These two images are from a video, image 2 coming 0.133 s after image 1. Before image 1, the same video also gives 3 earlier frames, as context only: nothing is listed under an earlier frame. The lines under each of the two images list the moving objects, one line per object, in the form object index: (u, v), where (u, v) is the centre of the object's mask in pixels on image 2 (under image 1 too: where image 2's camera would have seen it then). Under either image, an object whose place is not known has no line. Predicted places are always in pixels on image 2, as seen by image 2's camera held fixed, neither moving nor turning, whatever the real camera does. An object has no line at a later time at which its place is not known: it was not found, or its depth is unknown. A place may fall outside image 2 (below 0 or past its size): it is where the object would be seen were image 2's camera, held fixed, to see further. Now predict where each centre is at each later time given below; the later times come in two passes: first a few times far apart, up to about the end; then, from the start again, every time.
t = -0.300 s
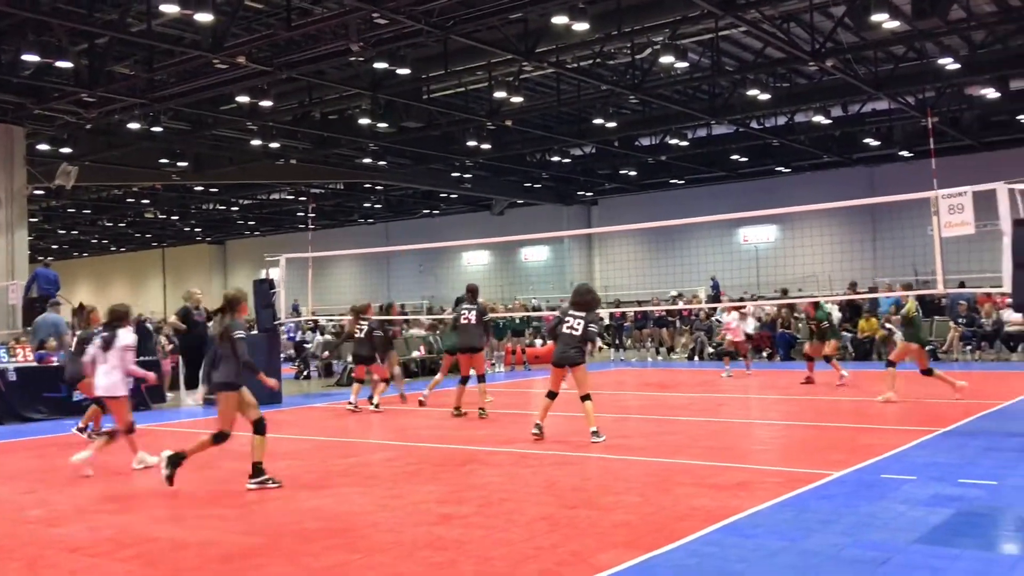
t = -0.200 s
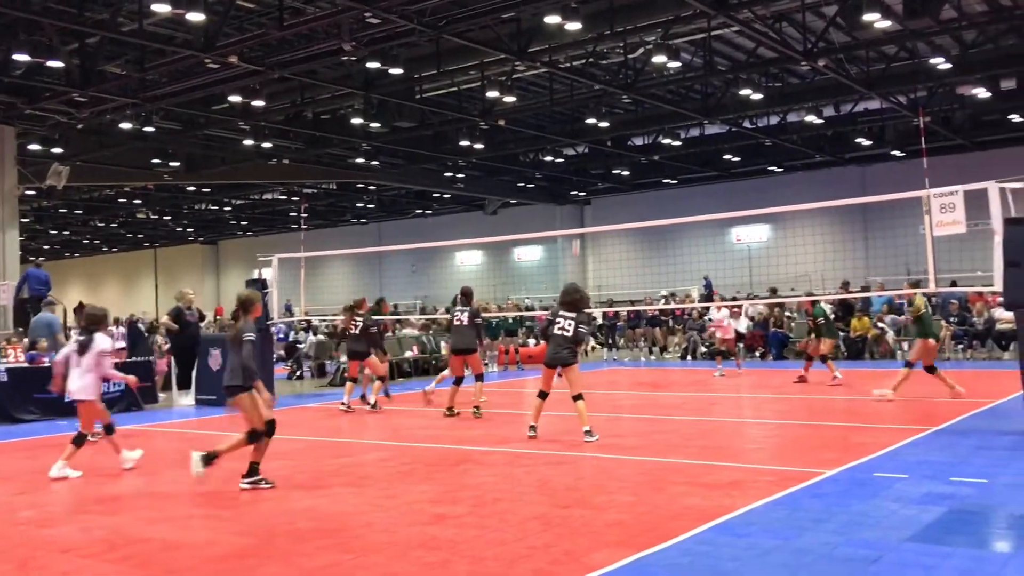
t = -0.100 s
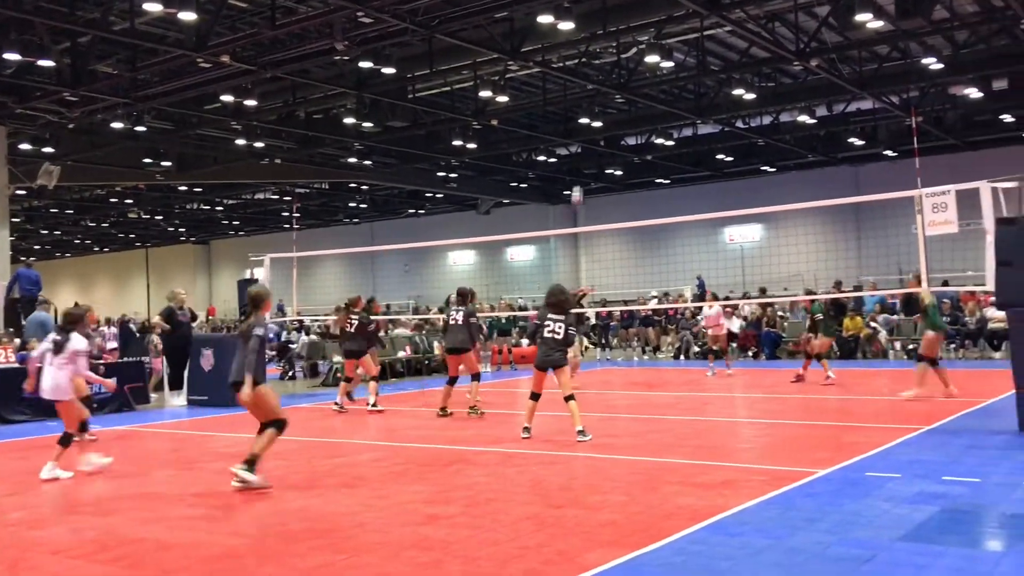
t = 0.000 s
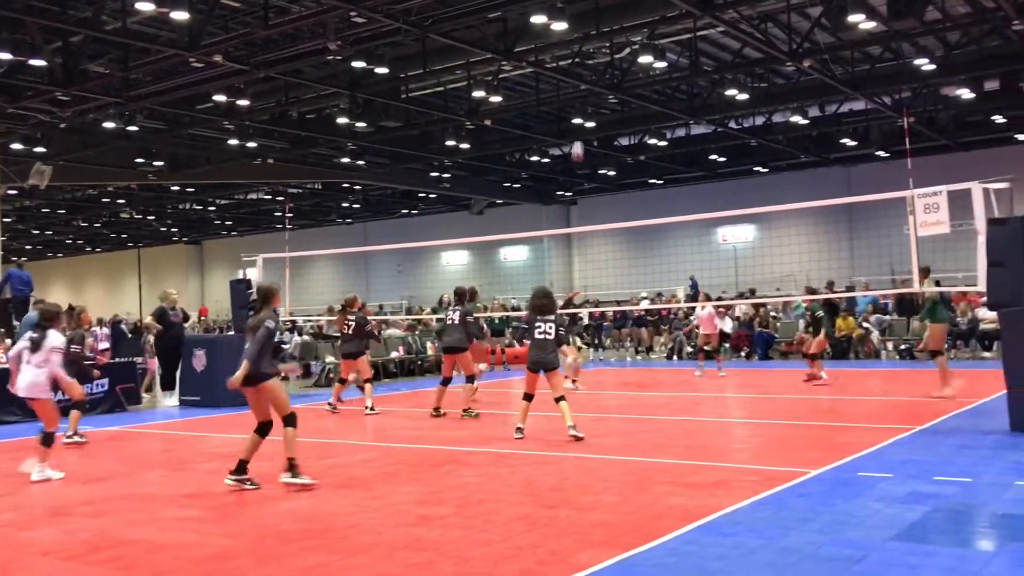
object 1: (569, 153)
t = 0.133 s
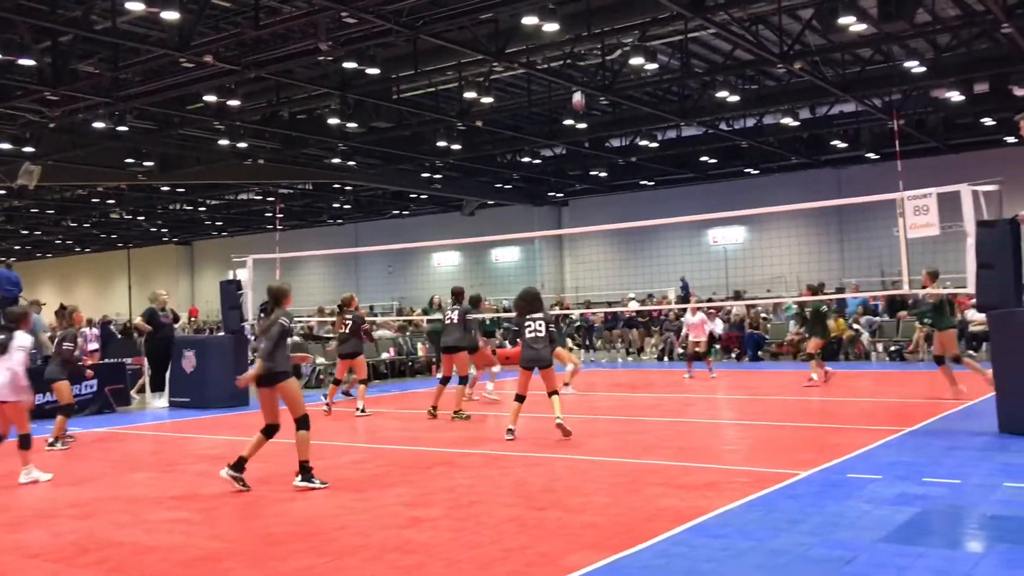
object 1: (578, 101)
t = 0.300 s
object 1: (591, 52)
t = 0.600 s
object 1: (615, 5)
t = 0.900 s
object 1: (641, 13)
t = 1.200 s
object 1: (667, 74)
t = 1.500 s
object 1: (694, 184)
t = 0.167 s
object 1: (581, 90)
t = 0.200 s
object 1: (583, 79)
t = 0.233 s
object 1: (586, 69)
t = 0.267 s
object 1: (589, 60)
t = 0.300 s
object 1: (591, 52)
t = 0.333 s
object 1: (594, 44)
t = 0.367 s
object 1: (597, 36)
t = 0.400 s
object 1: (599, 30)
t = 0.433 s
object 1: (601, 24)
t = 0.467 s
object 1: (604, 20)
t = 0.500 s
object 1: (607, 15)
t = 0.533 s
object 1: (610, 11)
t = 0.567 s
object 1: (612, 8)
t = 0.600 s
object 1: (615, 5)
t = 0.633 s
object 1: (618, 4)
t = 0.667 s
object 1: (621, 2)
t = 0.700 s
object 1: (624, 2)
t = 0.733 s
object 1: (627, 2)
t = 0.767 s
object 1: (629, 3)
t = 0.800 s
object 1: (632, 5)
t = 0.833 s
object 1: (635, 7)
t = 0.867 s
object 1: (638, 10)
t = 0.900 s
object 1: (641, 13)
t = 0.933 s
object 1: (645, 17)
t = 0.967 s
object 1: (647, 22)
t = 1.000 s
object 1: (650, 28)
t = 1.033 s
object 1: (652, 34)
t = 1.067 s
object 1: (655, 41)
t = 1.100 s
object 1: (657, 48)
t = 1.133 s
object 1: (662, 55)
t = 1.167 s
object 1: (664, 65)
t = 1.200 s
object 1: (667, 74)
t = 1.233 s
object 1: (671, 83)
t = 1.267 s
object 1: (673, 96)
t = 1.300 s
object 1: (676, 107)
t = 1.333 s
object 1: (679, 117)
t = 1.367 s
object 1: (682, 131)
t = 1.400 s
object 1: (684, 143)
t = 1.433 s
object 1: (688, 156)
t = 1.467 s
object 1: (691, 170)
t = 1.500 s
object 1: (694, 184)
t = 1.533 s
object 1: (696, 199)
